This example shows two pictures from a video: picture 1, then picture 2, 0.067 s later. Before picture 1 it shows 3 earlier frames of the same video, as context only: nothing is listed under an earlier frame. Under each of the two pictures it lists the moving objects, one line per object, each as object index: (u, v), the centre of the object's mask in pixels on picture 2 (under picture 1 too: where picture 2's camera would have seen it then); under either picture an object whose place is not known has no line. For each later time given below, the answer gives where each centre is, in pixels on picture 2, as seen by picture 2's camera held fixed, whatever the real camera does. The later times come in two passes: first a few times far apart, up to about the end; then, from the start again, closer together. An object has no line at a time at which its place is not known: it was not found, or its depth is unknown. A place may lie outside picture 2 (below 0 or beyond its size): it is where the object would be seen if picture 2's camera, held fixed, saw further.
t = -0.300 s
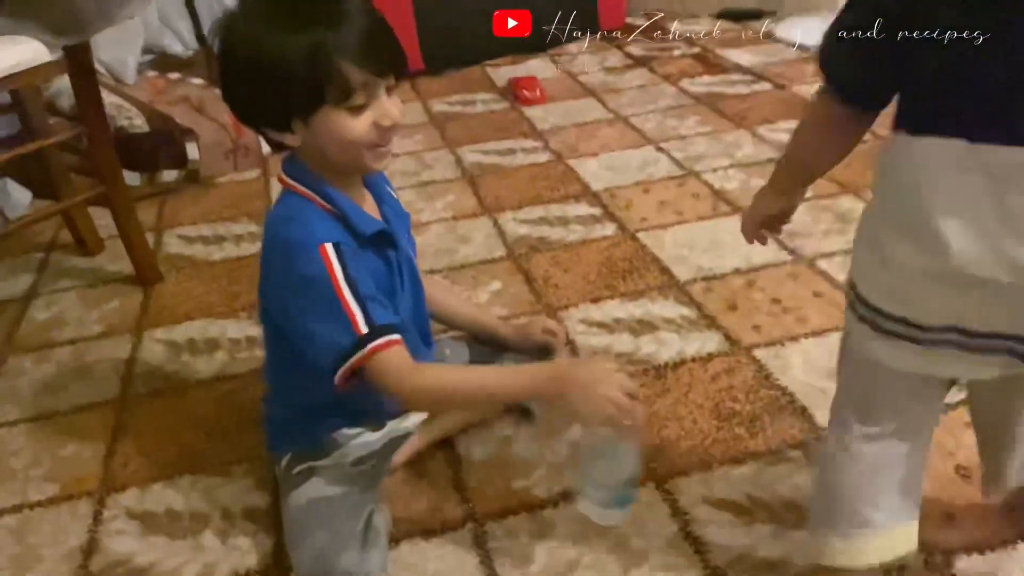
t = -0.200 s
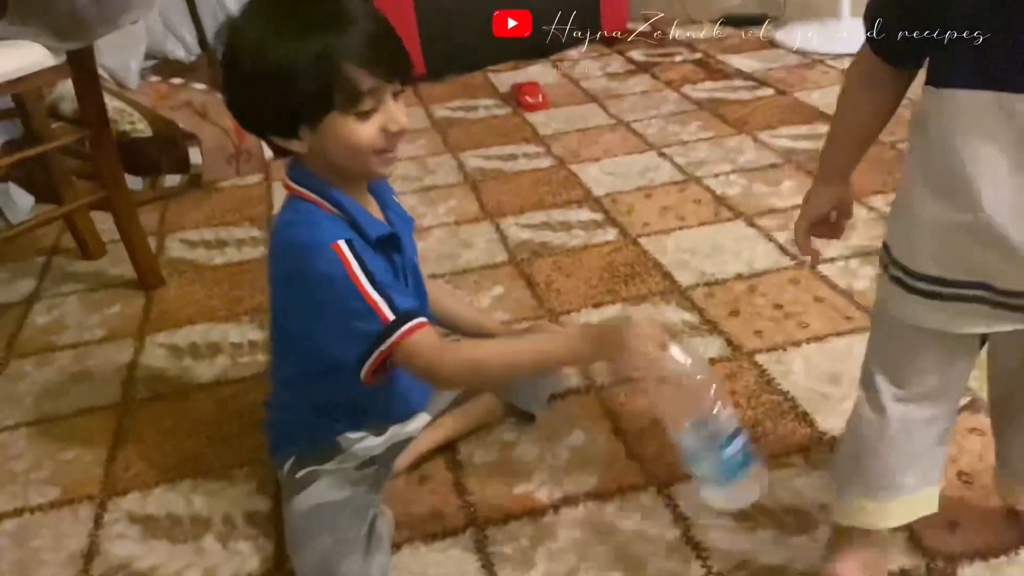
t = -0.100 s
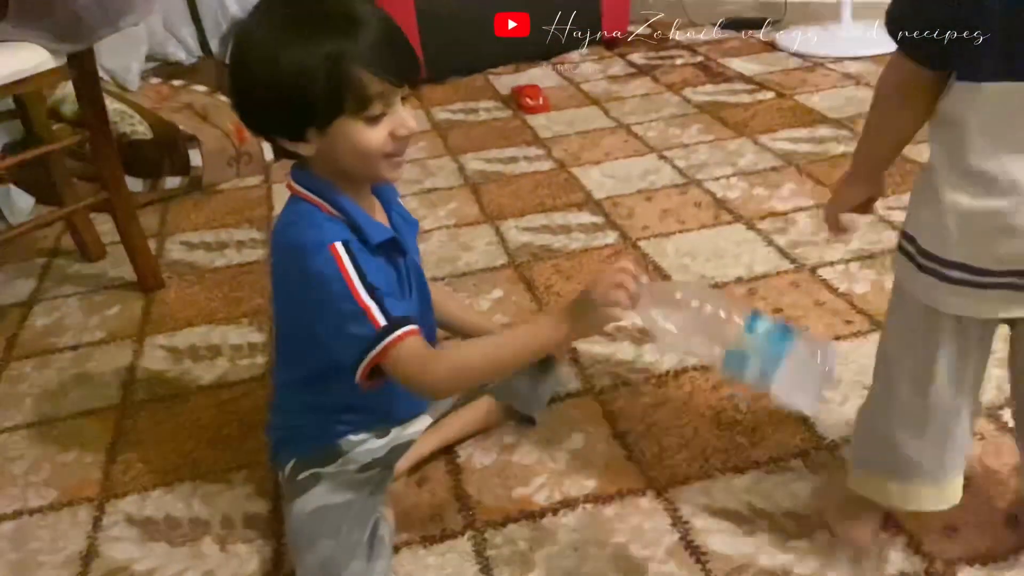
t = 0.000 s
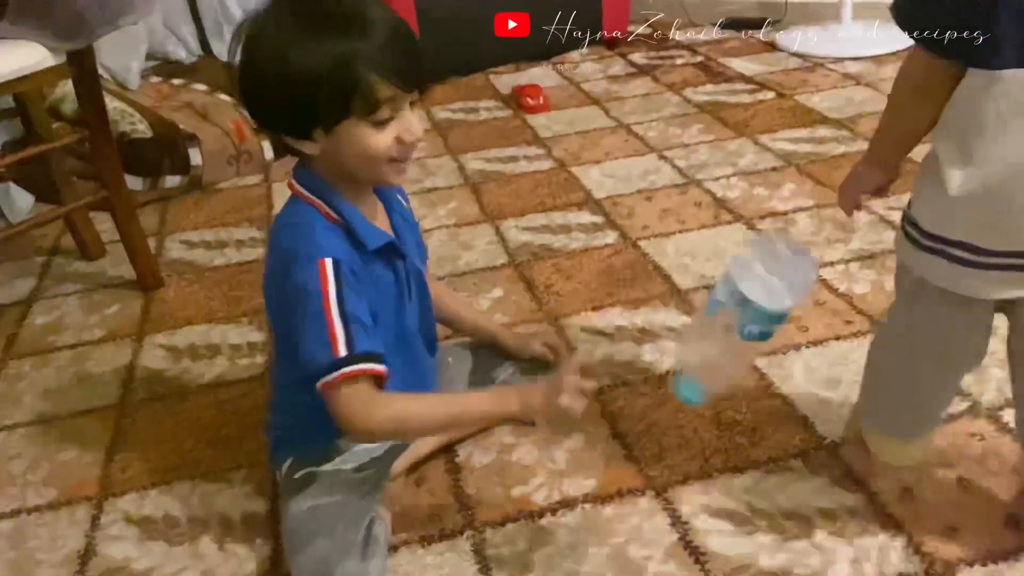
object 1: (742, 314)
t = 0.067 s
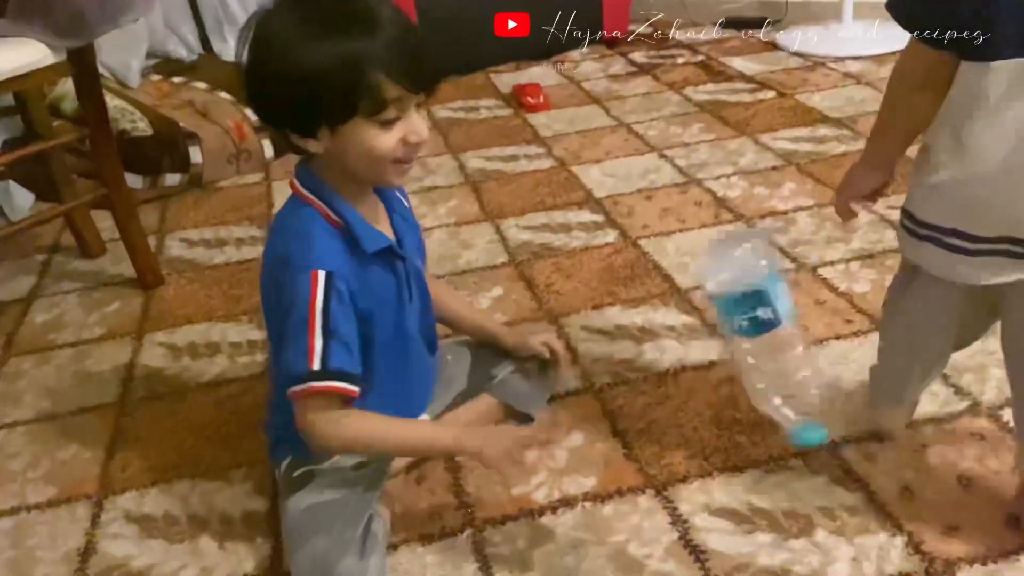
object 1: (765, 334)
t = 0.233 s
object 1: (719, 423)
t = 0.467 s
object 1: (665, 489)
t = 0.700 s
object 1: (671, 494)
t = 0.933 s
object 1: (671, 493)
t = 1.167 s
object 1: (670, 493)
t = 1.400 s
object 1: (671, 493)
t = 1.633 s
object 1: (671, 493)
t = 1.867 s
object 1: (671, 493)
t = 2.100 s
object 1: (671, 493)
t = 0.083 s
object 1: (771, 339)
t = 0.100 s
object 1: (777, 346)
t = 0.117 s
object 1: (781, 351)
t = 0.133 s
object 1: (781, 357)
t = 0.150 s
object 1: (775, 360)
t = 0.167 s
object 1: (771, 369)
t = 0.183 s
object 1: (758, 378)
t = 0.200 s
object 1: (743, 388)
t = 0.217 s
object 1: (732, 405)
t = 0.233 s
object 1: (719, 423)
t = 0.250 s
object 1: (702, 444)
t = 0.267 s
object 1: (688, 469)
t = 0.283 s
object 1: (675, 495)
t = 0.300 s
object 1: (667, 494)
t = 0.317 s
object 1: (667, 489)
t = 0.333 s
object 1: (667, 490)
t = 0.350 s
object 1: (668, 490)
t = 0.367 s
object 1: (667, 490)
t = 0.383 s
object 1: (666, 490)
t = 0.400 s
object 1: (665, 489)
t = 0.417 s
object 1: (665, 489)
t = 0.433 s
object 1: (665, 489)
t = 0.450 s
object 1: (665, 489)
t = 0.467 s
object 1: (665, 489)
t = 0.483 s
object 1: (666, 489)
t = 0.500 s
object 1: (667, 492)
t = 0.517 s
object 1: (669, 494)
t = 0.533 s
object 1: (669, 494)
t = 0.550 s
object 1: (670, 495)
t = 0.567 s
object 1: (670, 494)
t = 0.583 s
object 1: (670, 493)
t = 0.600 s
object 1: (670, 493)
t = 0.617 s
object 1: (670, 493)
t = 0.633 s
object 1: (671, 493)
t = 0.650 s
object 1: (671, 494)
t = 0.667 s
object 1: (671, 494)
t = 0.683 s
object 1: (671, 494)
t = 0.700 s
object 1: (671, 494)
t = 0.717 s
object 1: (671, 494)
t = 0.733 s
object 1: (671, 493)
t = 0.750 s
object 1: (671, 493)
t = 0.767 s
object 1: (671, 493)
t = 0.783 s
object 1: (671, 493)
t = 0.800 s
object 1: (671, 493)
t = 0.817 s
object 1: (671, 493)
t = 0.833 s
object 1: (671, 493)
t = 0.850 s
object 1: (671, 493)
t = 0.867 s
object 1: (671, 493)
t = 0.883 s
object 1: (671, 493)
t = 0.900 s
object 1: (671, 493)
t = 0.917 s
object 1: (671, 493)
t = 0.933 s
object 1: (671, 493)
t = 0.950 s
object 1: (671, 493)
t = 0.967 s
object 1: (670, 493)
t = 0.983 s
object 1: (670, 493)
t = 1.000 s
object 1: (670, 493)
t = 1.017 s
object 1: (670, 493)
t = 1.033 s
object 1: (670, 493)
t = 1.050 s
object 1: (670, 493)
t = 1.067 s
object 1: (670, 493)
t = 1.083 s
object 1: (670, 493)
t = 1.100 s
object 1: (670, 493)
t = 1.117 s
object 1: (670, 493)
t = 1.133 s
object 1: (670, 493)
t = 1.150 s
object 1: (670, 493)
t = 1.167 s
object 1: (670, 493)
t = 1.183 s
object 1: (670, 493)
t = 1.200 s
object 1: (671, 494)
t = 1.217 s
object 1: (671, 493)
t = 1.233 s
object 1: (671, 493)
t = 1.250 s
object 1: (671, 493)
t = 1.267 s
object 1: (671, 493)
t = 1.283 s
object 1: (671, 493)
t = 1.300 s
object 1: (671, 493)
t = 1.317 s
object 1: (671, 493)
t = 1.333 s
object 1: (671, 493)
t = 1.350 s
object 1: (671, 493)
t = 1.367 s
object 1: (671, 493)
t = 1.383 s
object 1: (671, 493)
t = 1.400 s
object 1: (671, 493)
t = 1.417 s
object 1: (670, 493)
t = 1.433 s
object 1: (671, 493)
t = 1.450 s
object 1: (670, 493)
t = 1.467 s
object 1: (671, 493)
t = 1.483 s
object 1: (671, 493)
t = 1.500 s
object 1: (671, 493)
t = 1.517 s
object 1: (671, 493)
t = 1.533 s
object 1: (671, 493)
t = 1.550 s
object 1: (670, 493)
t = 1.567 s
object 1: (670, 493)
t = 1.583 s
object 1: (671, 493)
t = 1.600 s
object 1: (671, 493)
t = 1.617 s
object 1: (671, 493)
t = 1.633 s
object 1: (671, 493)
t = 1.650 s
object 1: (671, 493)
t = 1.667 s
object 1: (671, 493)
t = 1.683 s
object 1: (671, 493)
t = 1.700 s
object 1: (671, 493)
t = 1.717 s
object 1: (671, 493)
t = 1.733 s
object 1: (671, 493)
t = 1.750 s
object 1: (671, 493)
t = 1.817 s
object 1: (671, 493)
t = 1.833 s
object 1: (671, 493)
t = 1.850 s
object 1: (671, 493)
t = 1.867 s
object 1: (671, 493)
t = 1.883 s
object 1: (670, 493)
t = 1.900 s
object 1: (670, 493)
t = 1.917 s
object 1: (671, 493)
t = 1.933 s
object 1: (670, 493)
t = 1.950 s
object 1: (670, 493)
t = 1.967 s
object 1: (670, 493)
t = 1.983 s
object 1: (670, 493)
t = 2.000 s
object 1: (671, 493)
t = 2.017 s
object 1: (670, 493)
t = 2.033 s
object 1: (671, 493)
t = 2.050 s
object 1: (671, 493)
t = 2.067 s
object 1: (670, 493)
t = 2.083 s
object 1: (671, 493)
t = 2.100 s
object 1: (671, 493)
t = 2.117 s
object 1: (671, 493)
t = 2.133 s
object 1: (671, 493)
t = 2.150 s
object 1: (671, 493)
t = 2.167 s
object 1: (671, 493)
